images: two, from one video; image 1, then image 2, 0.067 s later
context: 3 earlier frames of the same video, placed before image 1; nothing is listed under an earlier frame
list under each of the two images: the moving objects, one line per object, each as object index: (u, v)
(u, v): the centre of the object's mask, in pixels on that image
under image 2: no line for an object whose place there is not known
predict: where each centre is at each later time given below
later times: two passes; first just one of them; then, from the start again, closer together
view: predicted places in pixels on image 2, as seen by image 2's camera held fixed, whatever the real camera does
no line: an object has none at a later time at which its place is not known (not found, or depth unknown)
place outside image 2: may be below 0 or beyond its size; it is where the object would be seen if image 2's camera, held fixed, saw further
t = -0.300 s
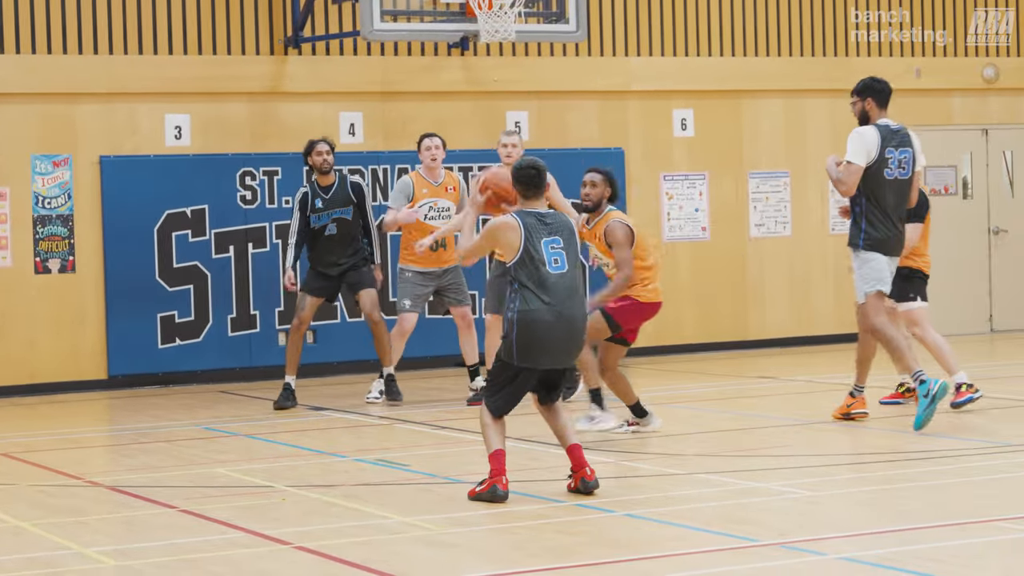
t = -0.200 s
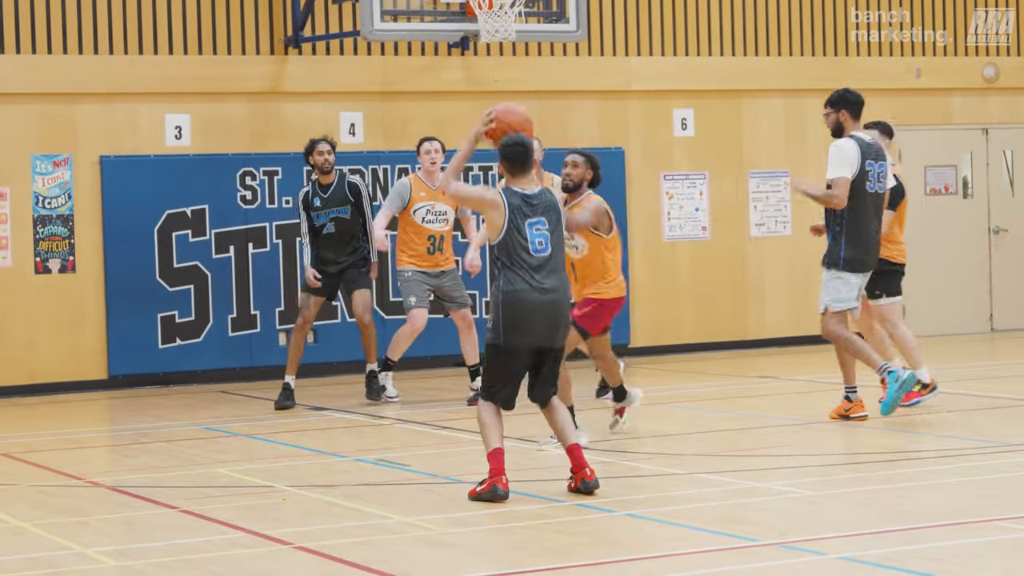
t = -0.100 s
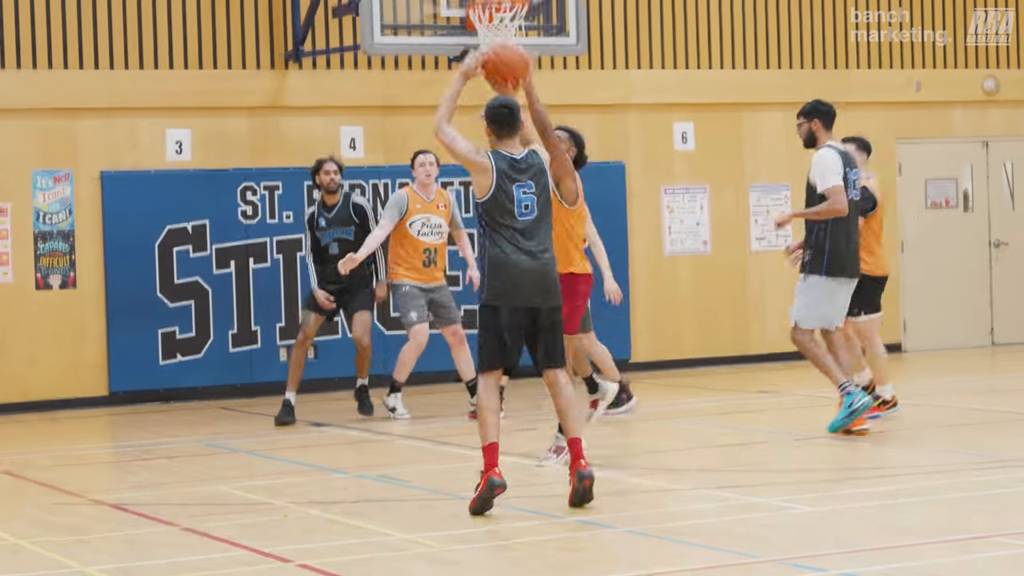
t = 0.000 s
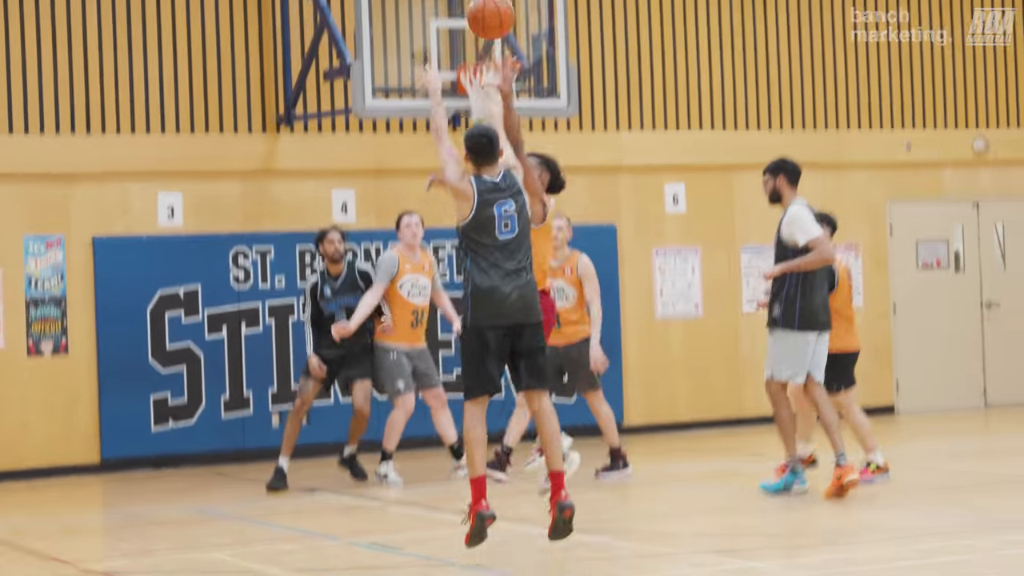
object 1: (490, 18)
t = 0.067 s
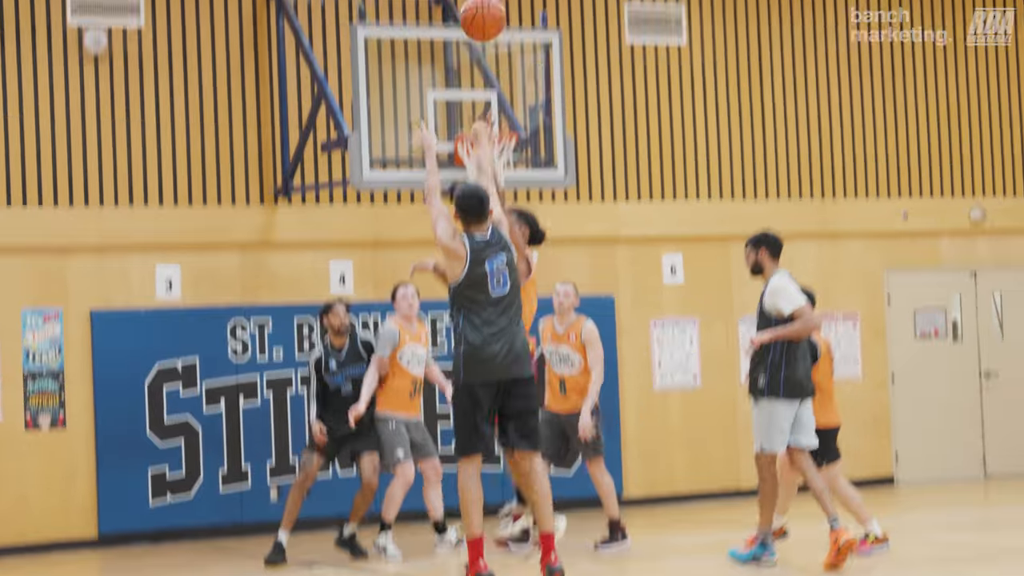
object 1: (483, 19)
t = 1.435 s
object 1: (337, 117)
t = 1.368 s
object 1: (374, 114)
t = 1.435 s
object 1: (337, 117)
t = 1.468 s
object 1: (317, 120)
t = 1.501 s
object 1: (299, 125)
